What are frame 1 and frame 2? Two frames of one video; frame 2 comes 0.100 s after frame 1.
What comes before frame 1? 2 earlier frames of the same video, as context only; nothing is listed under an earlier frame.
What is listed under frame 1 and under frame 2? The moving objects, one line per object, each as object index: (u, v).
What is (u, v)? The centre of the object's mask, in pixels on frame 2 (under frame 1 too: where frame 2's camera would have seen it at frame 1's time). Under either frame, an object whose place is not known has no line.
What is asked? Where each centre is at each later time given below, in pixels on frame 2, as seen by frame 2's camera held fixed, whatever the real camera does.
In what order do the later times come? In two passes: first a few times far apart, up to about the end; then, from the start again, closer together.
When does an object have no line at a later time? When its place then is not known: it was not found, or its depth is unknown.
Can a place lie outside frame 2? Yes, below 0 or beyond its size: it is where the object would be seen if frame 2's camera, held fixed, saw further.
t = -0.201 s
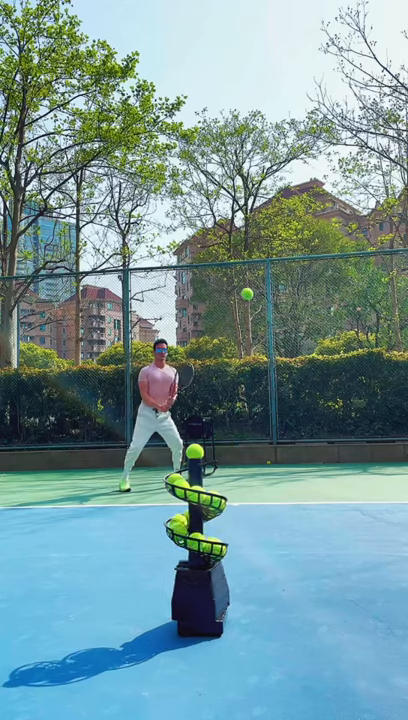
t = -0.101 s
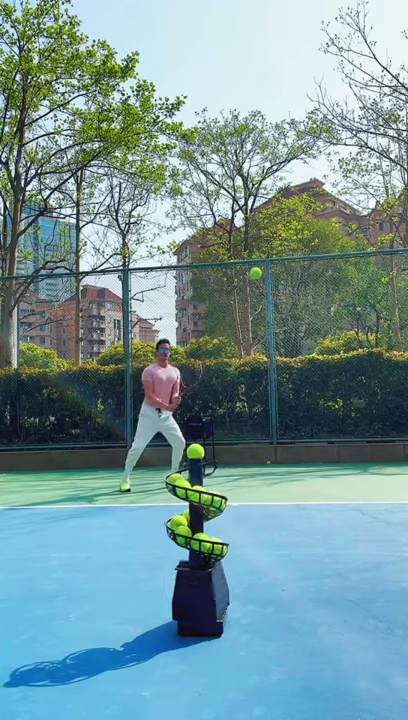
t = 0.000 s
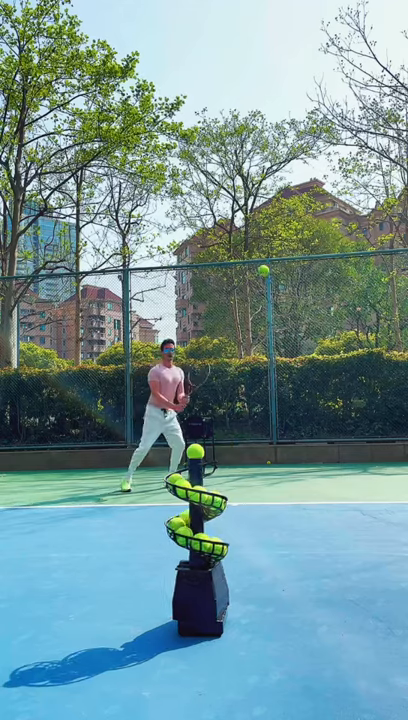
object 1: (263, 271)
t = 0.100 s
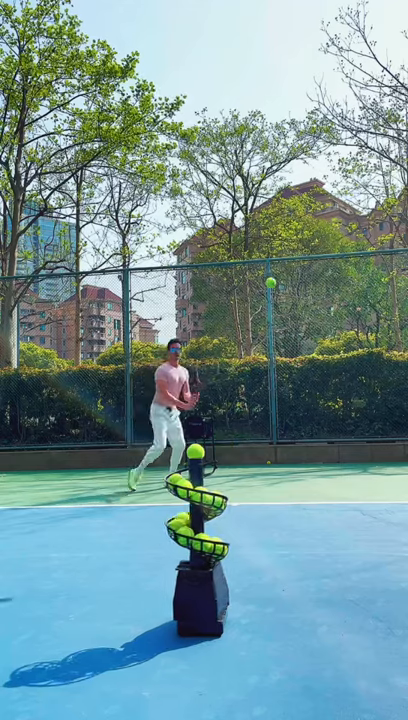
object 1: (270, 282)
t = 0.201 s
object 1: (278, 307)
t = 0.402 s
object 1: (292, 388)
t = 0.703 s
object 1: (308, 465)
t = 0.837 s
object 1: (308, 416)
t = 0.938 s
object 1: (310, 395)
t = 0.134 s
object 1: (273, 289)
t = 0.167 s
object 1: (276, 297)
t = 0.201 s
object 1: (278, 307)
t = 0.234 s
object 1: (280, 318)
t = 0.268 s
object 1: (283, 330)
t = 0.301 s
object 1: (285, 343)
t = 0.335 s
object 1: (288, 355)
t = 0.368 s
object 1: (290, 372)
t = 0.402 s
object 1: (292, 388)
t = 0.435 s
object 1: (295, 405)
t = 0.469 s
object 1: (297, 423)
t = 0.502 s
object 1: (300, 442)
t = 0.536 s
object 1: (302, 462)
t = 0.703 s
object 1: (308, 465)
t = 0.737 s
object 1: (308, 450)
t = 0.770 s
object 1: (308, 437)
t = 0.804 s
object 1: (308, 426)
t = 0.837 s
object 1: (308, 416)
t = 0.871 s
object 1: (309, 408)
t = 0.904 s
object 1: (309, 401)
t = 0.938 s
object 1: (310, 395)
